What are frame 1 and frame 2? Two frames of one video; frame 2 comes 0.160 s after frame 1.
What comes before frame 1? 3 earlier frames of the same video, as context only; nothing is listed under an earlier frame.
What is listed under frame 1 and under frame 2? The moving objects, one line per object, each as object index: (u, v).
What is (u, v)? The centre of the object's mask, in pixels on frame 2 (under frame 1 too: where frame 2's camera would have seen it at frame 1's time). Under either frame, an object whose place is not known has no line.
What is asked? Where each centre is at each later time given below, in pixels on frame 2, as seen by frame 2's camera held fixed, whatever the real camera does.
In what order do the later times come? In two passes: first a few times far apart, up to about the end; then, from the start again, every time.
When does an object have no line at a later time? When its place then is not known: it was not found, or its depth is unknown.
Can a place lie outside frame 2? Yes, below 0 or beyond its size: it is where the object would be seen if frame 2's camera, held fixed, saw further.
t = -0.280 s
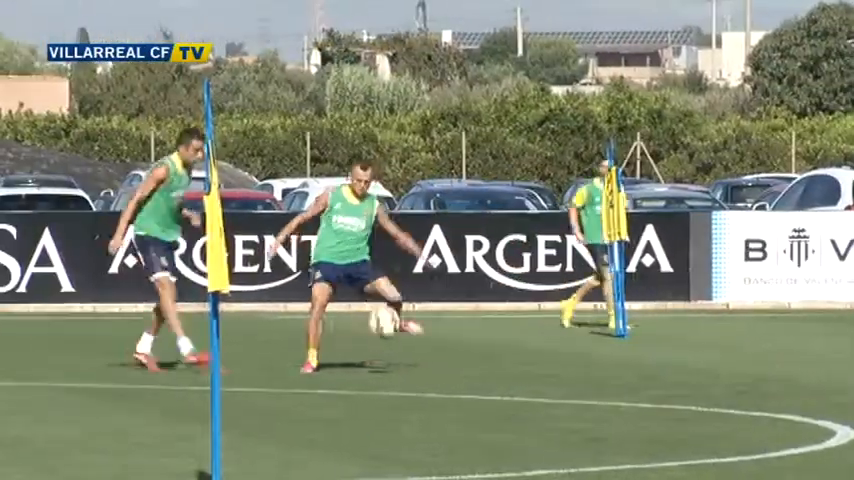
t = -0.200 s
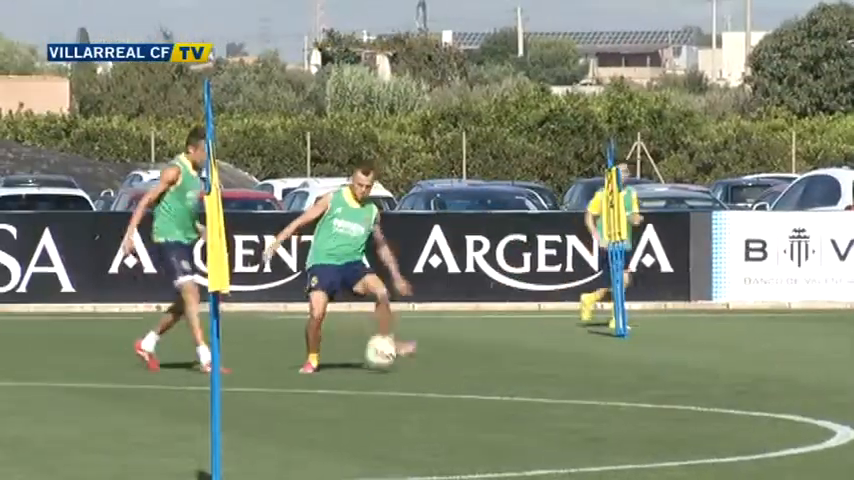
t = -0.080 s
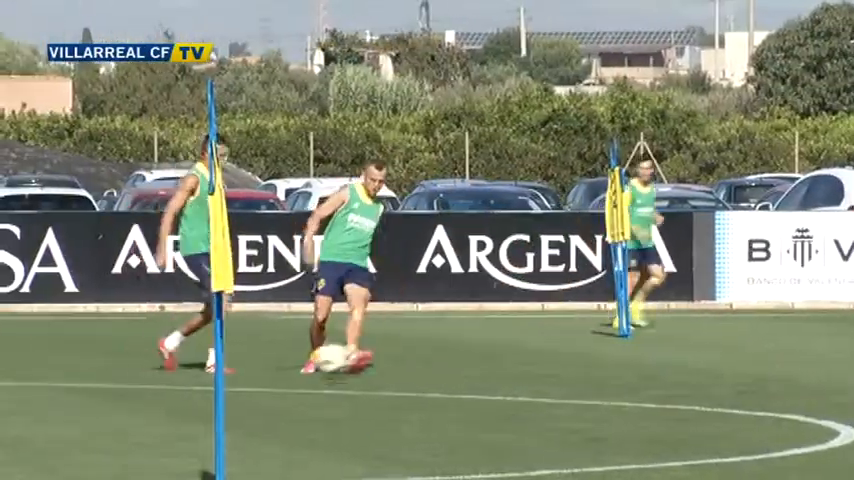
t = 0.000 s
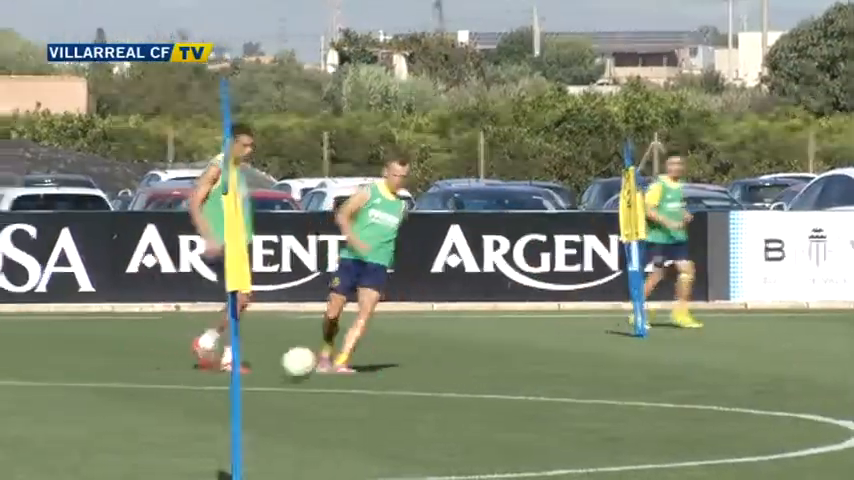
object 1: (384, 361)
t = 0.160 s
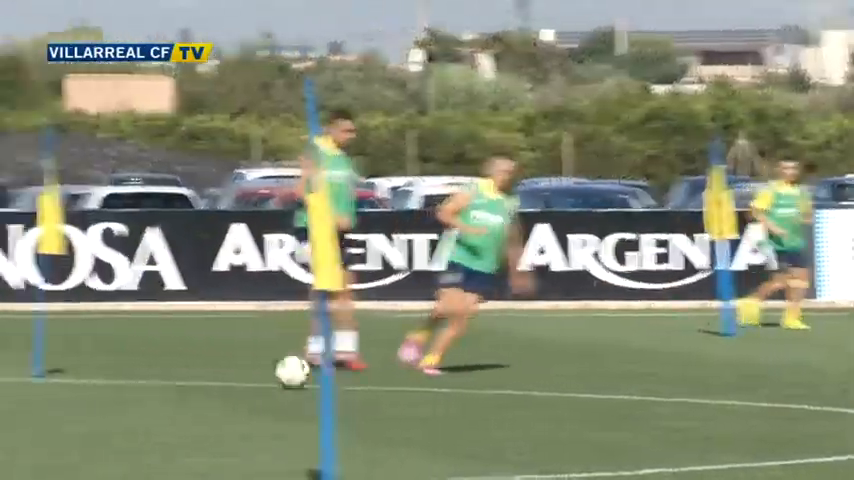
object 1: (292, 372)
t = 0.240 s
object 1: (246, 378)
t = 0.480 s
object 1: (124, 386)
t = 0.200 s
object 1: (269, 375)
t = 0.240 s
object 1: (246, 378)
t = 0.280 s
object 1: (226, 378)
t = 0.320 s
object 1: (206, 377)
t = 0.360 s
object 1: (185, 378)
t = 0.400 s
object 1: (163, 382)
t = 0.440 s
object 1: (143, 388)
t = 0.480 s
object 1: (124, 386)
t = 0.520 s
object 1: (105, 383)
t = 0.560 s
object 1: (85, 382)
